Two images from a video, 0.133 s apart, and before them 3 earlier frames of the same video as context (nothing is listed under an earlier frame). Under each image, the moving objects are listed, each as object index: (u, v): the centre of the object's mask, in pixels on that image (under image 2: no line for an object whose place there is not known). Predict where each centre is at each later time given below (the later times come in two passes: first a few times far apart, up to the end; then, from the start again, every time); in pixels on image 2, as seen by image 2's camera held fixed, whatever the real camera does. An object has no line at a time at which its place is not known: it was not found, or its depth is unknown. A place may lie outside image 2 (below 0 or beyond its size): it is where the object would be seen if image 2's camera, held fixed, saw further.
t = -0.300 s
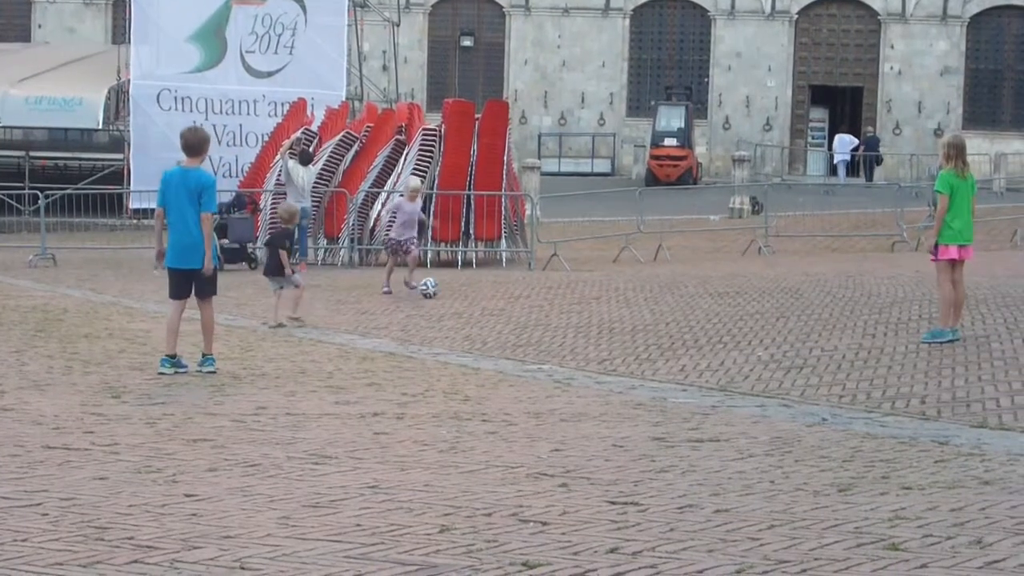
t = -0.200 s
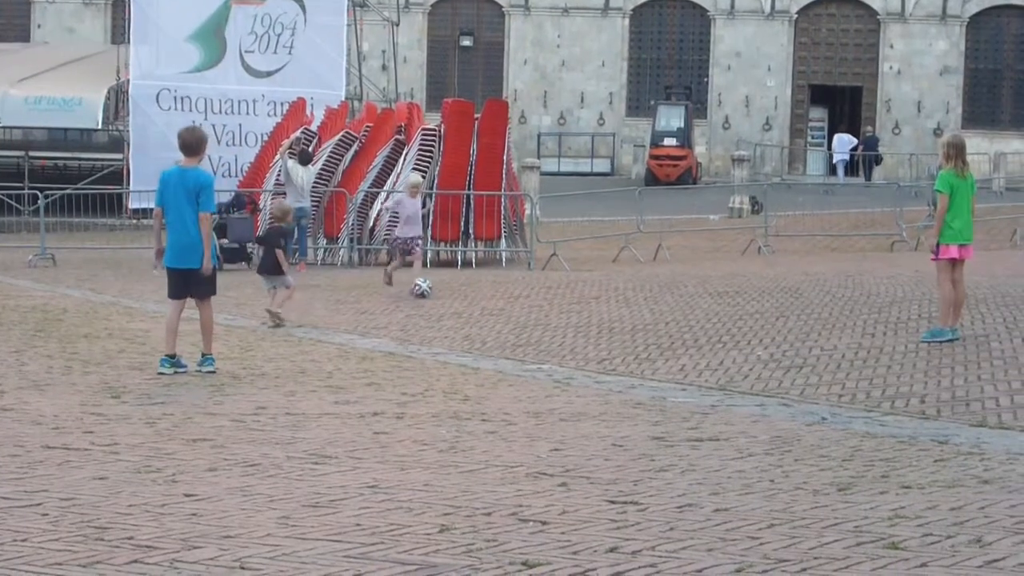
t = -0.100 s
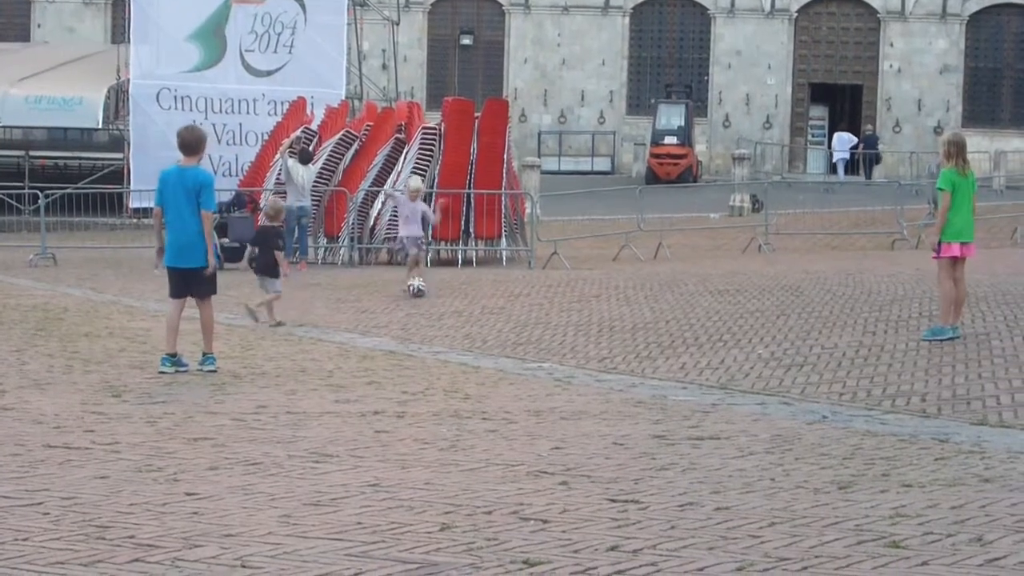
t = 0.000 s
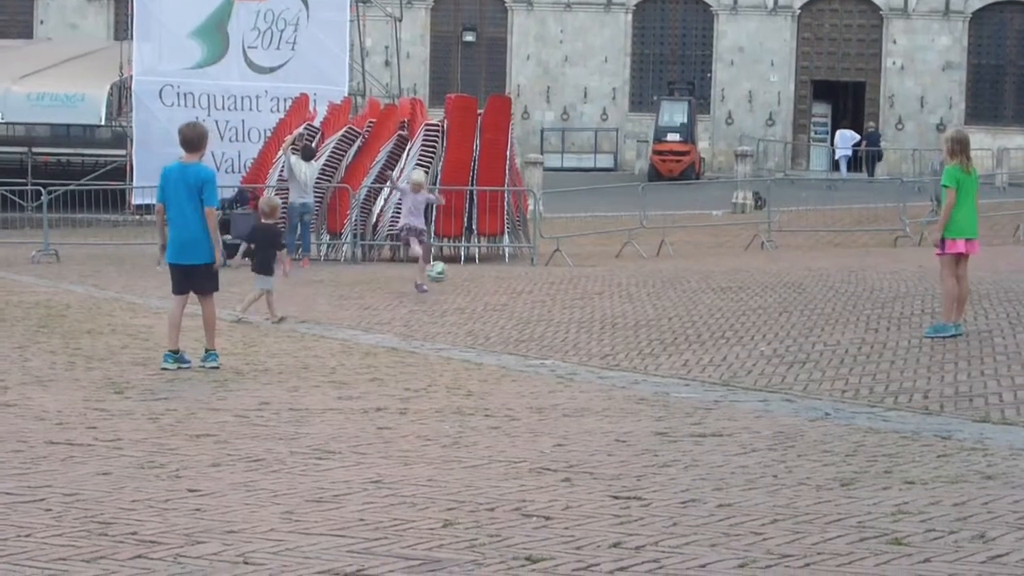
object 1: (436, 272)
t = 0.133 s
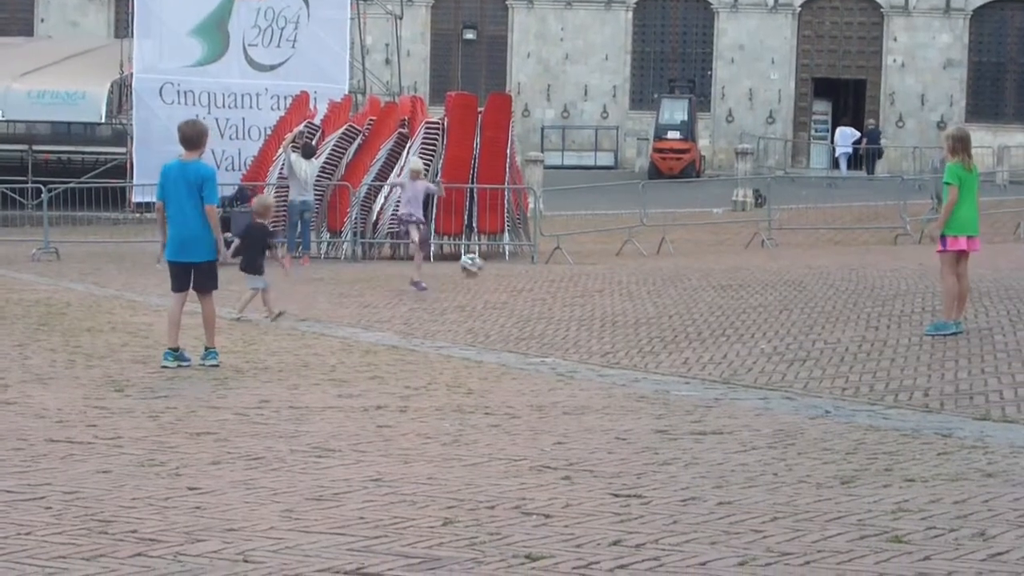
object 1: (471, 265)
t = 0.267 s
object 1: (511, 282)
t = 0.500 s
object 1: (587, 321)
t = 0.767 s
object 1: (675, 351)
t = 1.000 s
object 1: (758, 370)
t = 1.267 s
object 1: (883, 404)
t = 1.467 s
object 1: (1005, 414)
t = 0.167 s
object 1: (481, 267)
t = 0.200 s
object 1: (490, 270)
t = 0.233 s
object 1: (500, 275)
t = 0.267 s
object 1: (511, 282)
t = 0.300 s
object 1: (522, 291)
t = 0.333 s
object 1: (533, 300)
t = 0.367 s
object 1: (545, 311)
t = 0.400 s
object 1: (556, 323)
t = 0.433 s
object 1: (565, 322)
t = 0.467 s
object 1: (577, 320)
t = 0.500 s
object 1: (587, 321)
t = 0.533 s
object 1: (598, 323)
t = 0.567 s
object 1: (609, 328)
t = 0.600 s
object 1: (619, 335)
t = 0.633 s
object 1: (632, 346)
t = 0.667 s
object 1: (643, 348)
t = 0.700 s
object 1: (655, 347)
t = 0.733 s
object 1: (664, 348)
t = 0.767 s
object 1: (675, 351)
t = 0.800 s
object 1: (686, 356)
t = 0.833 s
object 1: (698, 363)
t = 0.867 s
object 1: (709, 374)
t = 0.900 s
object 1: (722, 369)
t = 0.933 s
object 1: (733, 368)
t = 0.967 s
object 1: (745, 368)
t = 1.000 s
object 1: (758, 370)
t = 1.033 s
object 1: (772, 375)
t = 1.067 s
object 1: (786, 382)
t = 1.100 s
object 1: (801, 392)
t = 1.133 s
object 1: (816, 396)
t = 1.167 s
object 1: (831, 393)
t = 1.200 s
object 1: (848, 394)
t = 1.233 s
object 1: (866, 398)
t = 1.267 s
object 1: (883, 404)
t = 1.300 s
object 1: (903, 414)
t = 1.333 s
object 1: (921, 416)
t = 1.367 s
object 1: (940, 411)
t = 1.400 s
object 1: (962, 409)
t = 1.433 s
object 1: (984, 410)
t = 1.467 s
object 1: (1005, 414)
